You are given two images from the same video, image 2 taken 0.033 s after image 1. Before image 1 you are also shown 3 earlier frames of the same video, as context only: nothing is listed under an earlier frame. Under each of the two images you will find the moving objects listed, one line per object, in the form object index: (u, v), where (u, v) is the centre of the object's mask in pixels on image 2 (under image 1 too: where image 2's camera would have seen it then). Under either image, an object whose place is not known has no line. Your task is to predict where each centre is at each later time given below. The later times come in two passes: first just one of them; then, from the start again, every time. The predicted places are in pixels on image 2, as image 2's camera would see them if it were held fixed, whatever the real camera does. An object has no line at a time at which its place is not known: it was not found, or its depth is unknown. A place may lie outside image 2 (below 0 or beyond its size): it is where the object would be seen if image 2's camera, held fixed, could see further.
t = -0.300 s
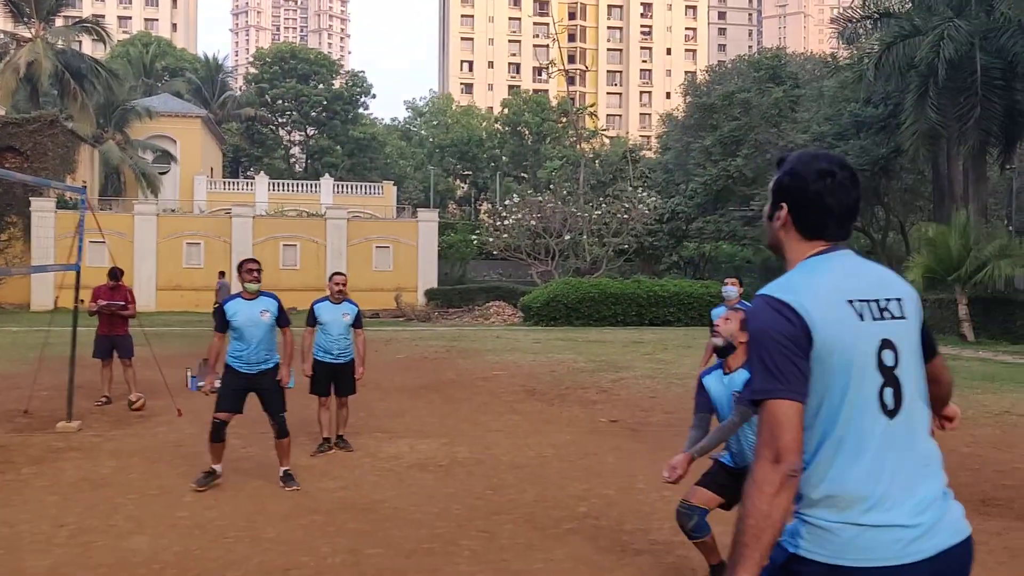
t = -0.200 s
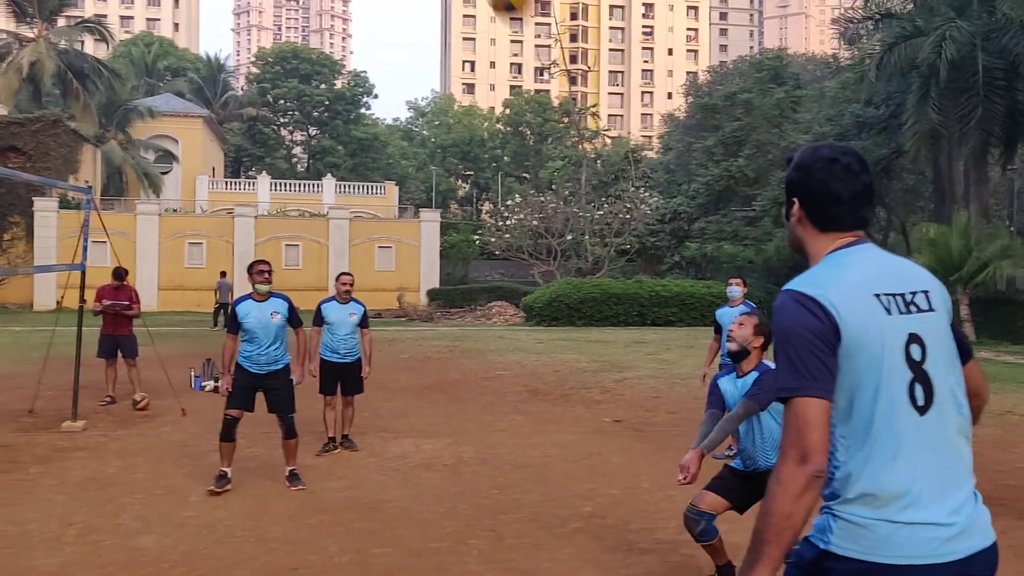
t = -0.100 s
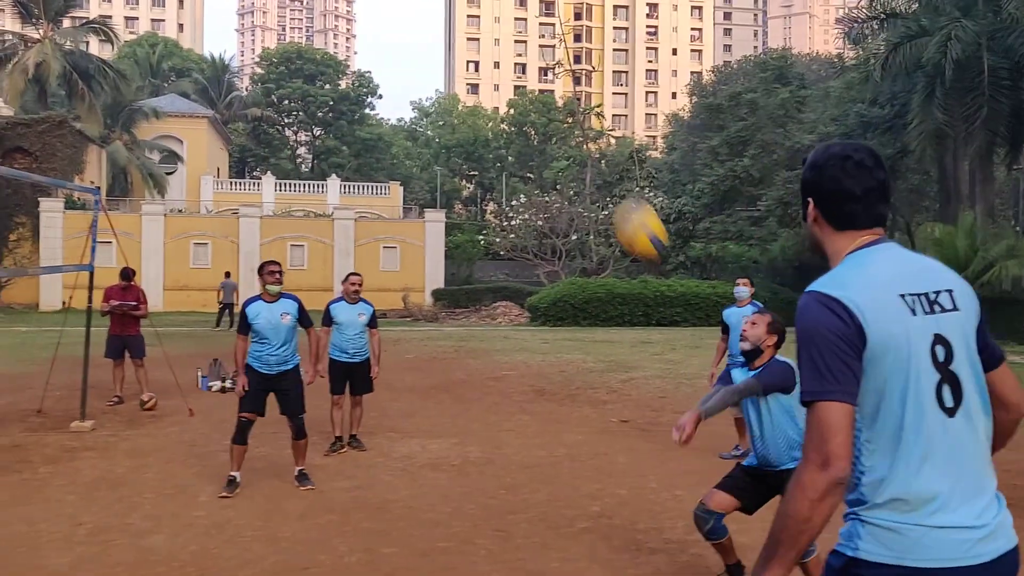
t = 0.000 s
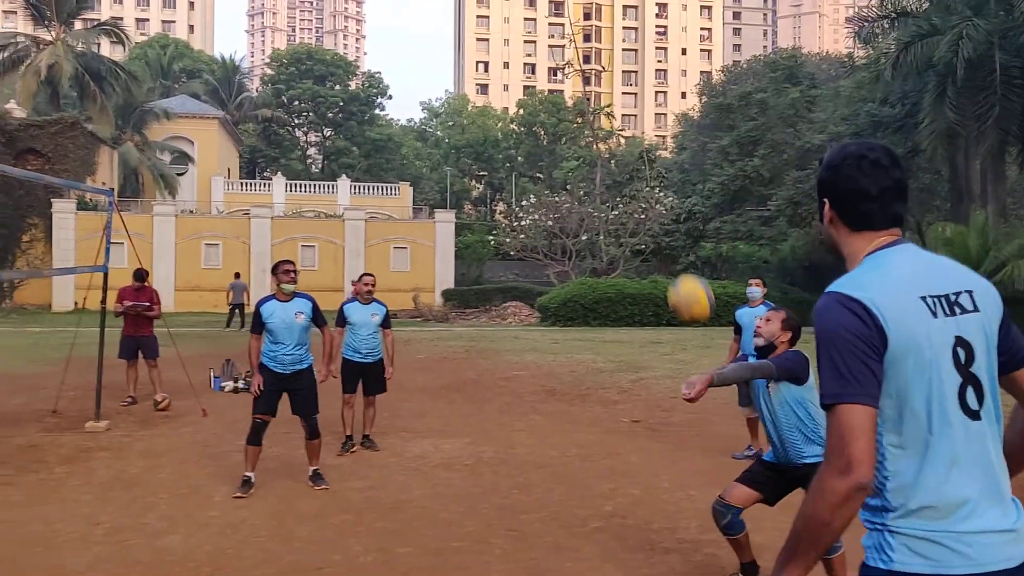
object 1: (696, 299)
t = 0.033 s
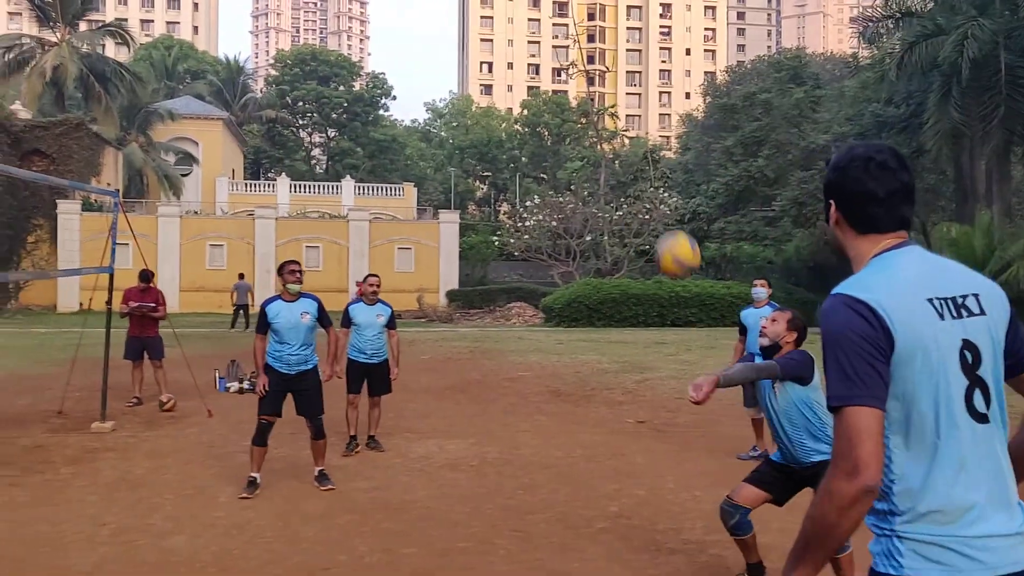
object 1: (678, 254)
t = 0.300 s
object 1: (552, 14)
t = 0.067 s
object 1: (660, 212)
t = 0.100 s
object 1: (643, 174)
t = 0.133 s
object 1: (628, 141)
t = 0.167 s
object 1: (611, 110)
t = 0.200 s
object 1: (596, 82)
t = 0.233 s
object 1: (581, 57)
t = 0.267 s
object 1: (565, 34)
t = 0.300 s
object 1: (552, 14)
